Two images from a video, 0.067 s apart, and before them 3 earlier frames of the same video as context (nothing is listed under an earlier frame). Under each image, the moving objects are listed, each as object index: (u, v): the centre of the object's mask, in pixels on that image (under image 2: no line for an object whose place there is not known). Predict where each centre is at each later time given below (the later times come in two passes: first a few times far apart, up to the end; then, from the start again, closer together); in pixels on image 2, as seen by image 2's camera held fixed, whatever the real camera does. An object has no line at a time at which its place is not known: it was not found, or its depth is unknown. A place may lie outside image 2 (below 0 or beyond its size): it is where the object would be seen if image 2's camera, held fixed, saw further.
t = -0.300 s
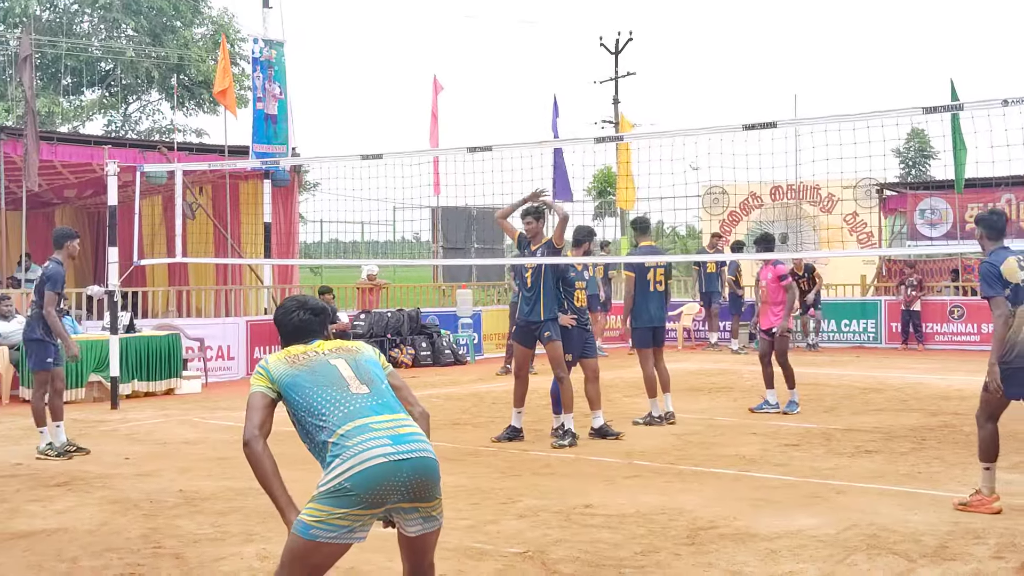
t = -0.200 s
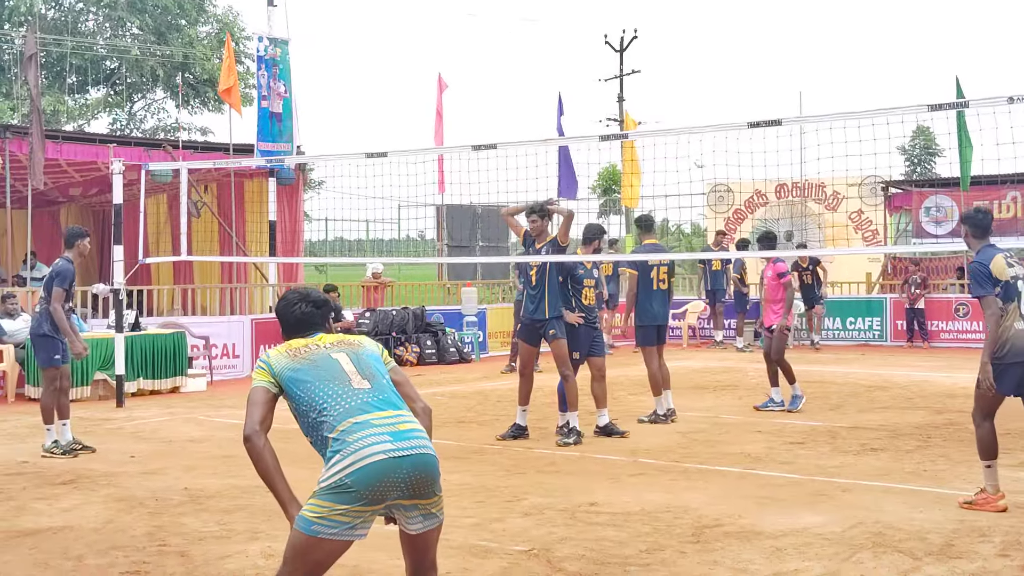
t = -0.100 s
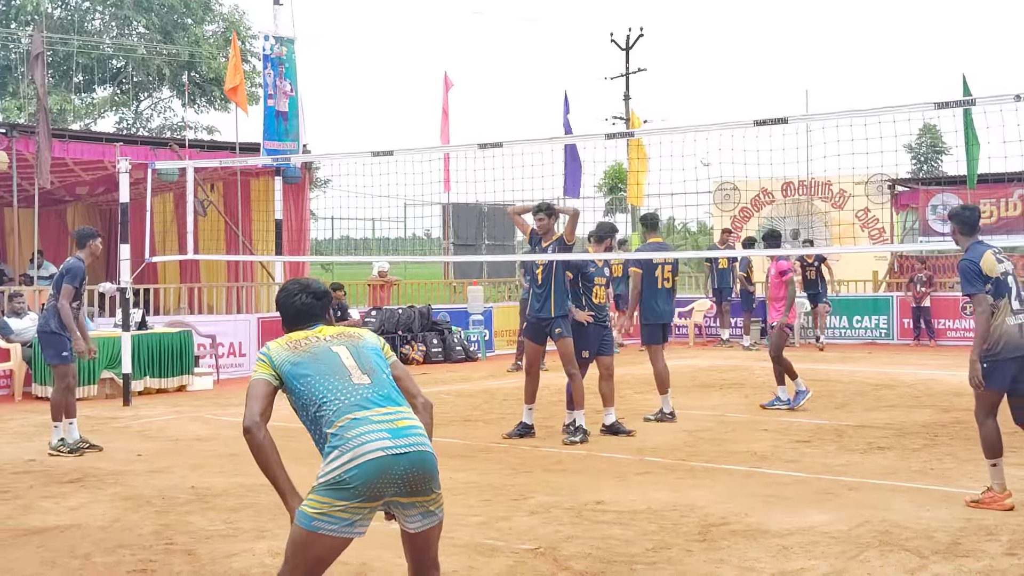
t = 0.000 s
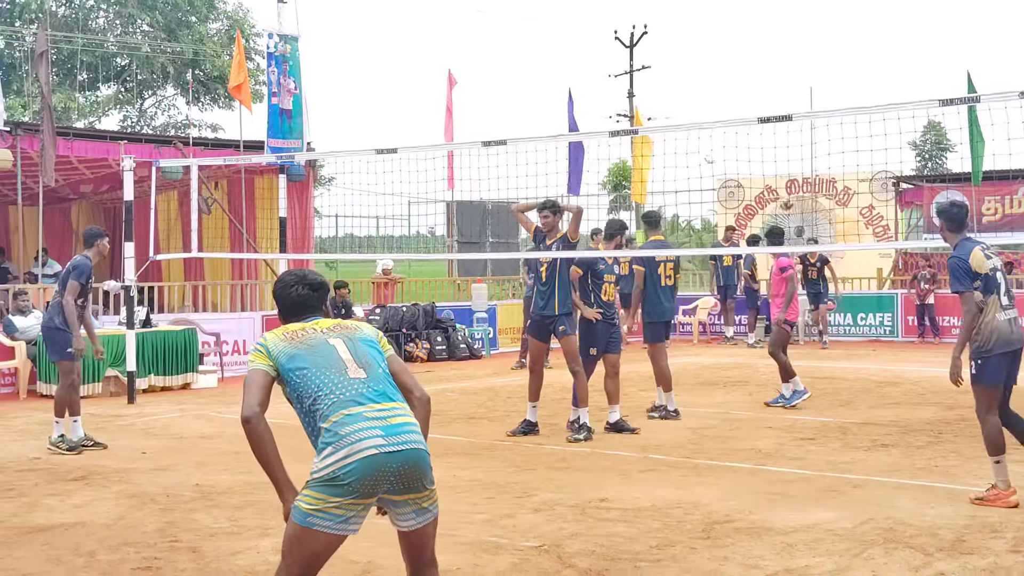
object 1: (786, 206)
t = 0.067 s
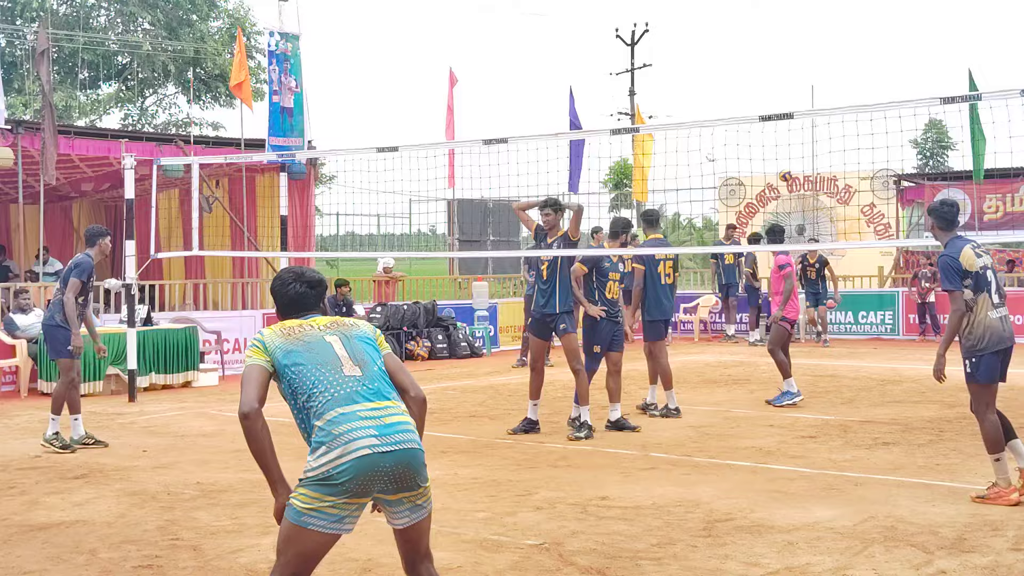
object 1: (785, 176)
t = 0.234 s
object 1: (780, 123)
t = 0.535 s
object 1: (770, 67)
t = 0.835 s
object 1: (758, 67)
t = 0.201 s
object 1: (781, 130)
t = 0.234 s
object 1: (780, 123)
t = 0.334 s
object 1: (777, 96)
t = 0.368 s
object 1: (776, 89)
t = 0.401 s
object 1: (775, 83)
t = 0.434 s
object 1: (773, 78)
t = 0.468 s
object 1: (772, 73)
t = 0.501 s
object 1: (771, 70)
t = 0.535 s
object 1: (770, 67)
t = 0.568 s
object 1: (768, 63)
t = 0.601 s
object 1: (768, 62)
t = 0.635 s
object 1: (766, 60)
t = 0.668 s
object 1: (765, 59)
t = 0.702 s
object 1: (763, 59)
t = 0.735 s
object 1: (762, 60)
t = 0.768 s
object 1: (761, 61)
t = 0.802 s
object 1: (760, 63)
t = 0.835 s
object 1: (758, 67)
